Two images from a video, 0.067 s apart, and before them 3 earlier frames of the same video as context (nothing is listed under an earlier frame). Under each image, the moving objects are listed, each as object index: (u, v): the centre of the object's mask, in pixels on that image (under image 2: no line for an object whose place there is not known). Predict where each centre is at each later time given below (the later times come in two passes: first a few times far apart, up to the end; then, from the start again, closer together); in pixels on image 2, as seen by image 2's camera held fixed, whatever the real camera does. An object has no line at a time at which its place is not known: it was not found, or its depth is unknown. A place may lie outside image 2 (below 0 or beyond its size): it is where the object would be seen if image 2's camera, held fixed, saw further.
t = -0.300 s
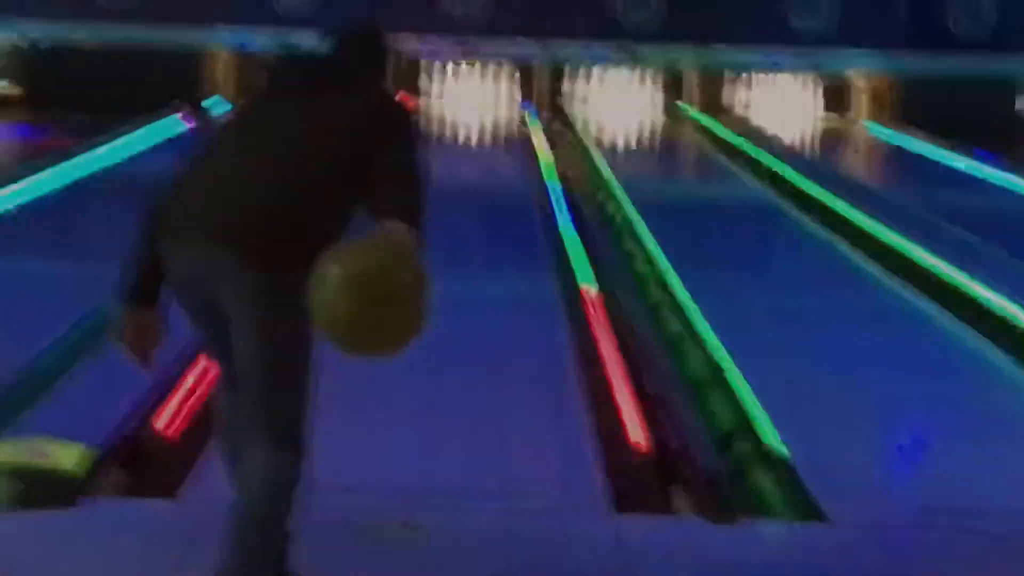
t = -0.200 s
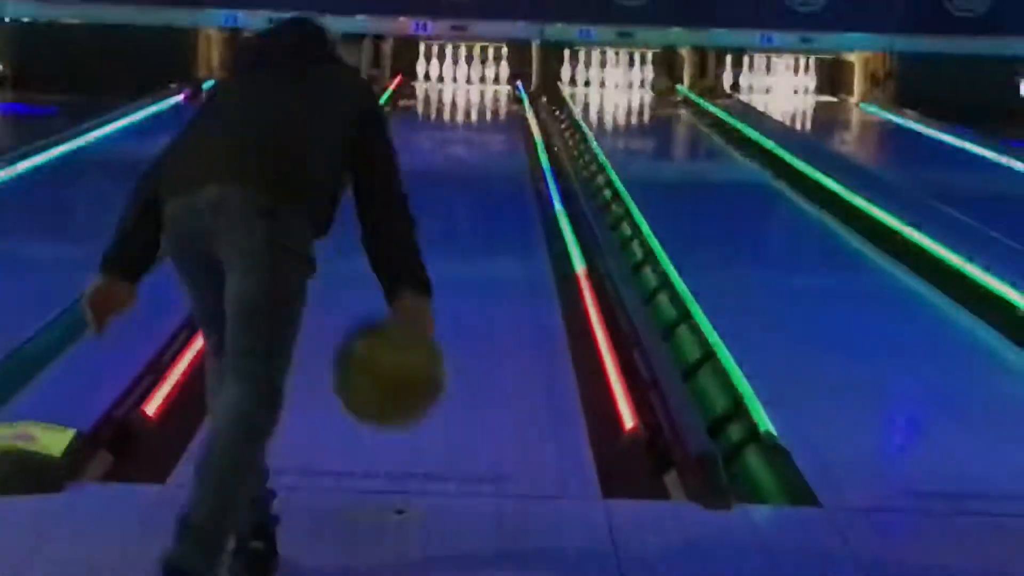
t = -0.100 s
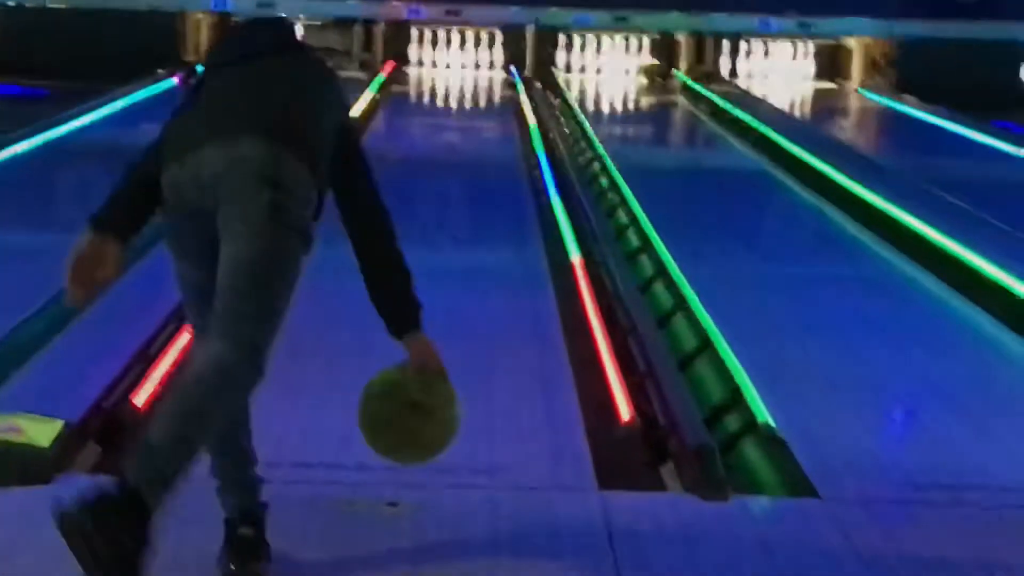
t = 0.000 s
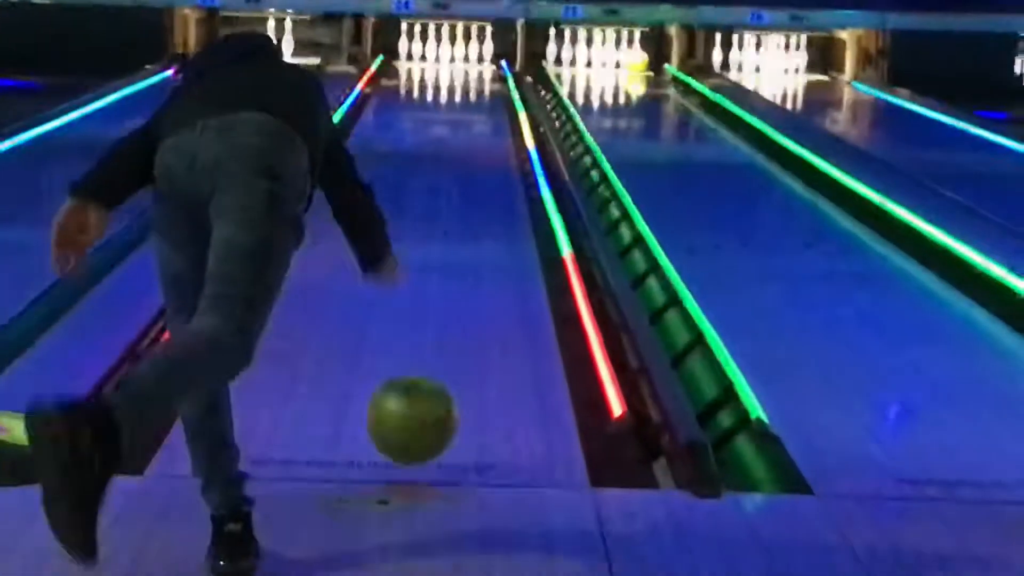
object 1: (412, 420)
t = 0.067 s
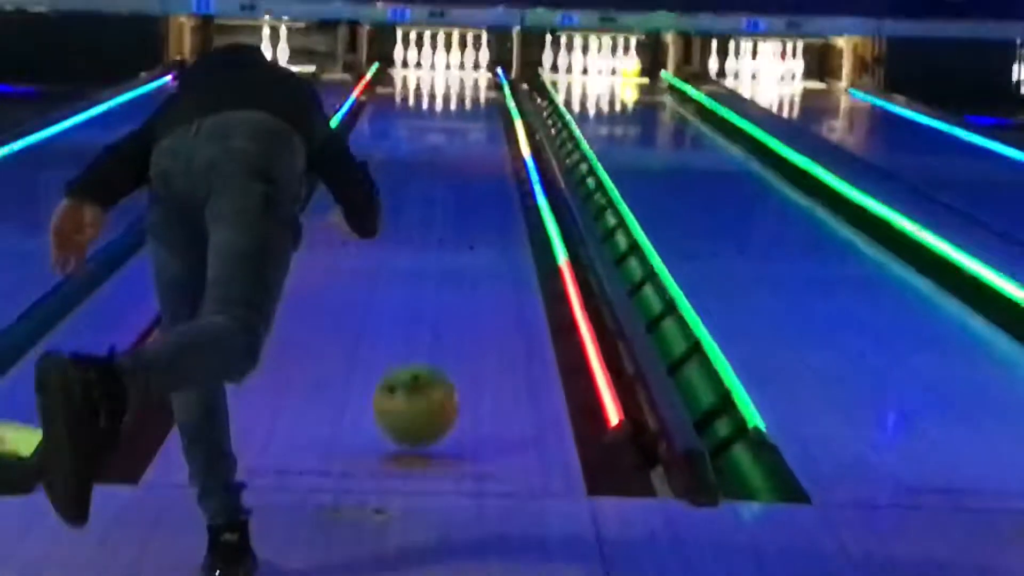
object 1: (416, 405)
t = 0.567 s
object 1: (447, 261)
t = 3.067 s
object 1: (430, 91)
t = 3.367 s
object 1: (425, 82)
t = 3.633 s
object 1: (423, 75)
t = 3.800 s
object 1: (422, 72)
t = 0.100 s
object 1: (419, 388)
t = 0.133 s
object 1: (423, 378)
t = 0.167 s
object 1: (426, 371)
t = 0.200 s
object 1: (428, 360)
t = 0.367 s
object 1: (440, 309)
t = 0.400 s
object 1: (441, 299)
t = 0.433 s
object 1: (443, 290)
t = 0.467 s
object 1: (444, 282)
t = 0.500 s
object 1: (445, 275)
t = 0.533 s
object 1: (446, 268)
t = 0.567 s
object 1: (447, 261)
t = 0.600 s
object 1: (449, 255)
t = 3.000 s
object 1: (432, 93)
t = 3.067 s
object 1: (430, 91)
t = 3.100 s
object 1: (429, 90)
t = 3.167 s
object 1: (426, 87)
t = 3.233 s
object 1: (427, 86)
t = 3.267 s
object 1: (425, 86)
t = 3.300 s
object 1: (426, 84)
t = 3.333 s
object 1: (425, 83)
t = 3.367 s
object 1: (425, 82)
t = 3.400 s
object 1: (424, 82)
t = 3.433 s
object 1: (425, 81)
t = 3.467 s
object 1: (424, 80)
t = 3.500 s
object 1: (424, 80)
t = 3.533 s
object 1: (424, 79)
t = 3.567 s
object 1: (423, 78)
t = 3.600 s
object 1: (423, 76)
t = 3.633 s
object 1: (423, 75)
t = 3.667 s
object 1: (422, 75)
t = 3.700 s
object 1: (422, 74)
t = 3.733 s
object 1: (422, 73)
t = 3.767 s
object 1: (422, 73)
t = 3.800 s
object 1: (422, 72)
